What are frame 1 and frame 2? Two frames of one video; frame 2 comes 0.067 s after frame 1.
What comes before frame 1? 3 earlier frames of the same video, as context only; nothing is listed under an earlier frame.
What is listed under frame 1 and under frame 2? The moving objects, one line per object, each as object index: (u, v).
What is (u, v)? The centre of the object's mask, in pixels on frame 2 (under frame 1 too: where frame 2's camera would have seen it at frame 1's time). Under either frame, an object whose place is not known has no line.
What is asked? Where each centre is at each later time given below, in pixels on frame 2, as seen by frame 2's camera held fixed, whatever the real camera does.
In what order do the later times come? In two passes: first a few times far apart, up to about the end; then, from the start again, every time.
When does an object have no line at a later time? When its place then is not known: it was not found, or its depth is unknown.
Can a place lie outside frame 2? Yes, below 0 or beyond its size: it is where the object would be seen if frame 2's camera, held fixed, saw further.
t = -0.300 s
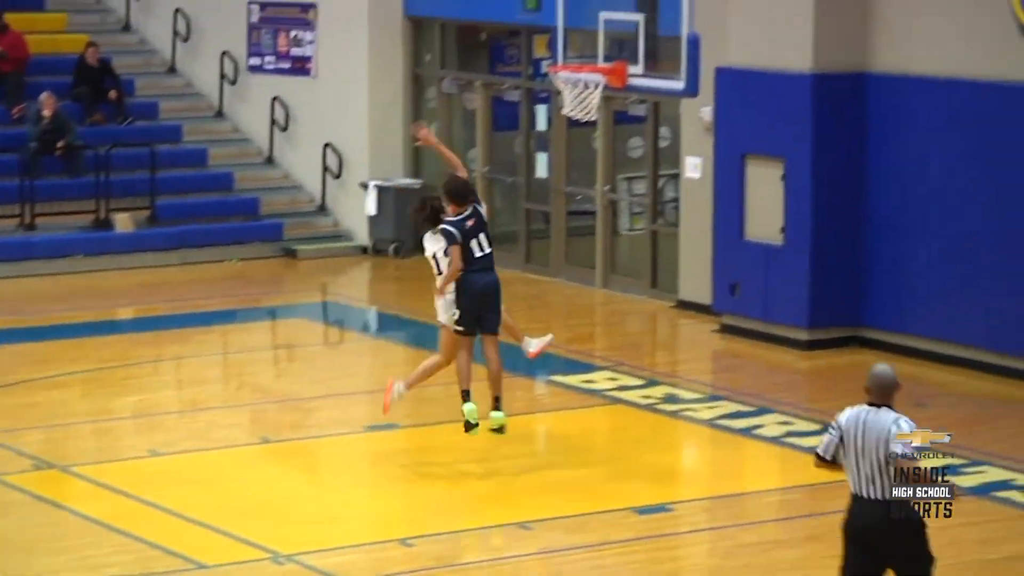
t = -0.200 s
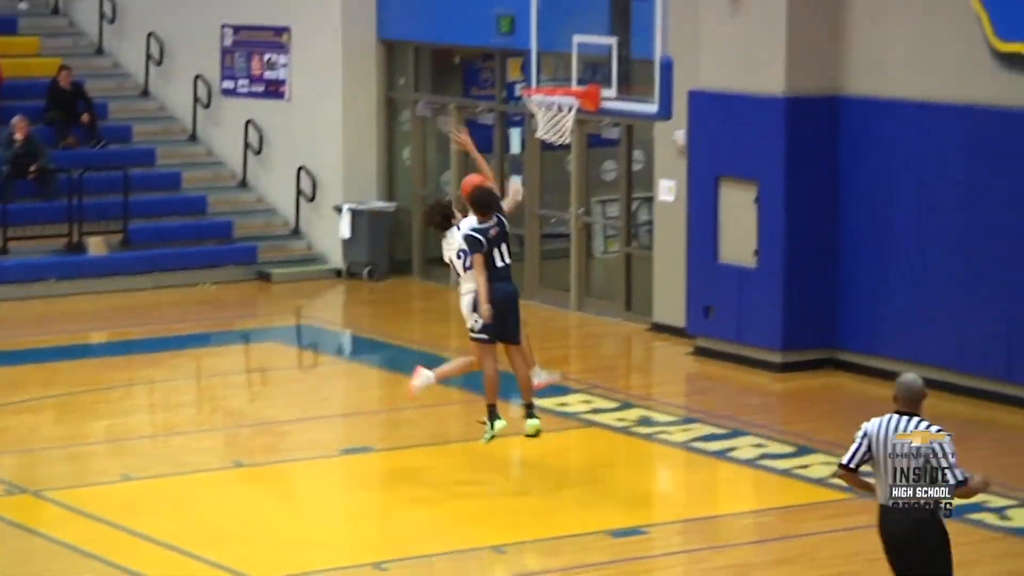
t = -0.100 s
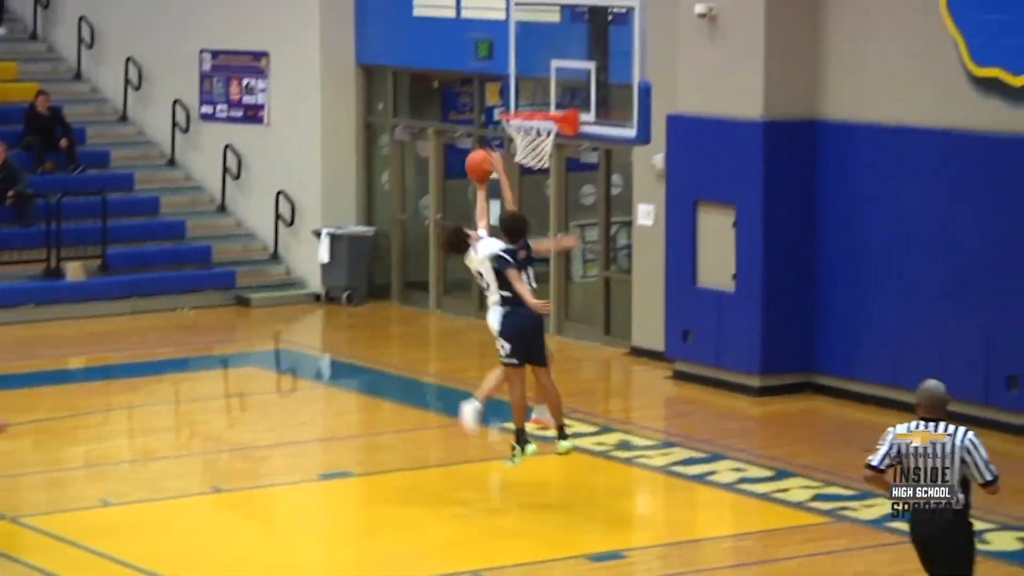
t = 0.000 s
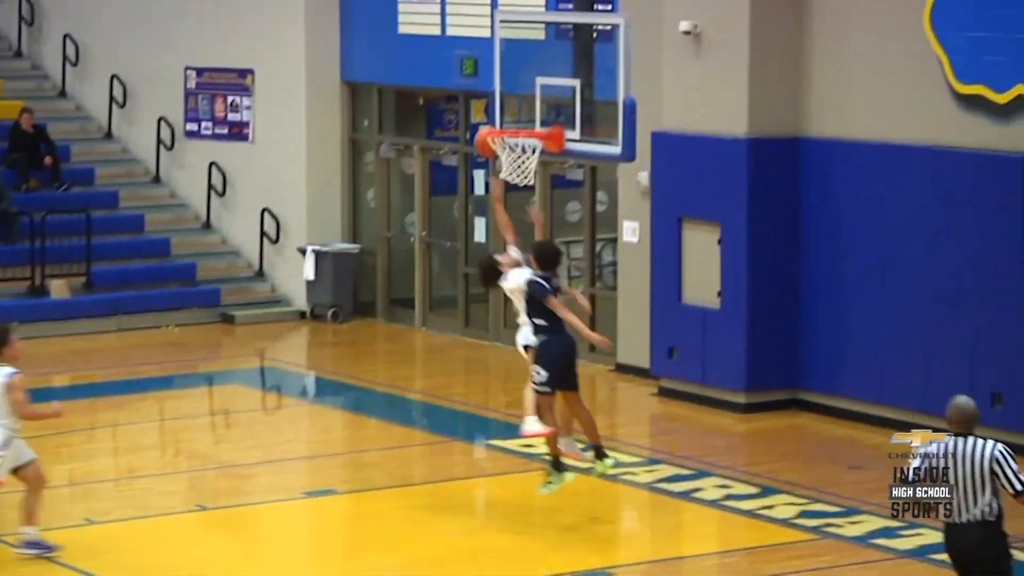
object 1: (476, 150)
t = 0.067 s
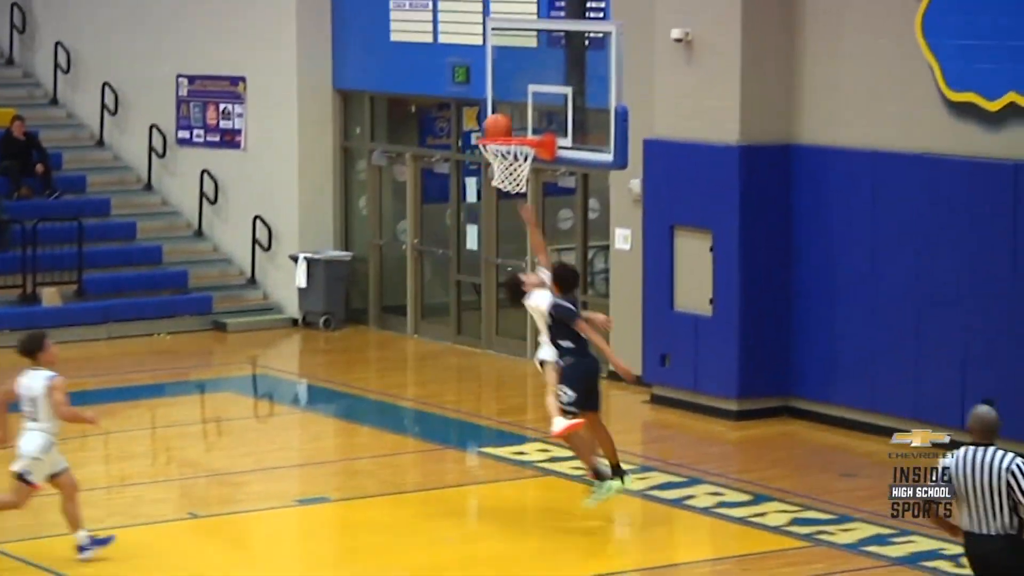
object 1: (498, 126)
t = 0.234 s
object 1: (508, 109)
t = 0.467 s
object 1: (503, 141)
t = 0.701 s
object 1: (500, 189)
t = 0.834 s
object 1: (508, 213)
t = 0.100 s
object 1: (506, 121)
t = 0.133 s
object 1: (511, 115)
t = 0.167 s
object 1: (510, 111)
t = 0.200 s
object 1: (509, 109)
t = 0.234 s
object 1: (508, 109)
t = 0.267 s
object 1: (508, 109)
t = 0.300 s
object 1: (507, 111)
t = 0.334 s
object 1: (506, 114)
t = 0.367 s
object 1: (505, 119)
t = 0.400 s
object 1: (503, 125)
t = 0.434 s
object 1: (503, 129)
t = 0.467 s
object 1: (503, 141)
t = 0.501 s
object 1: (500, 155)
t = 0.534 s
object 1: (499, 156)
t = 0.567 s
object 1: (500, 159)
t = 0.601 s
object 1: (501, 160)
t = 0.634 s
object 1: (501, 167)
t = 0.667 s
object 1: (497, 186)
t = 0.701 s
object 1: (500, 189)
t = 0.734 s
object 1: (502, 193)
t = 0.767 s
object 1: (505, 197)
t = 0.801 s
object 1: (507, 204)
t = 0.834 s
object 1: (508, 213)
